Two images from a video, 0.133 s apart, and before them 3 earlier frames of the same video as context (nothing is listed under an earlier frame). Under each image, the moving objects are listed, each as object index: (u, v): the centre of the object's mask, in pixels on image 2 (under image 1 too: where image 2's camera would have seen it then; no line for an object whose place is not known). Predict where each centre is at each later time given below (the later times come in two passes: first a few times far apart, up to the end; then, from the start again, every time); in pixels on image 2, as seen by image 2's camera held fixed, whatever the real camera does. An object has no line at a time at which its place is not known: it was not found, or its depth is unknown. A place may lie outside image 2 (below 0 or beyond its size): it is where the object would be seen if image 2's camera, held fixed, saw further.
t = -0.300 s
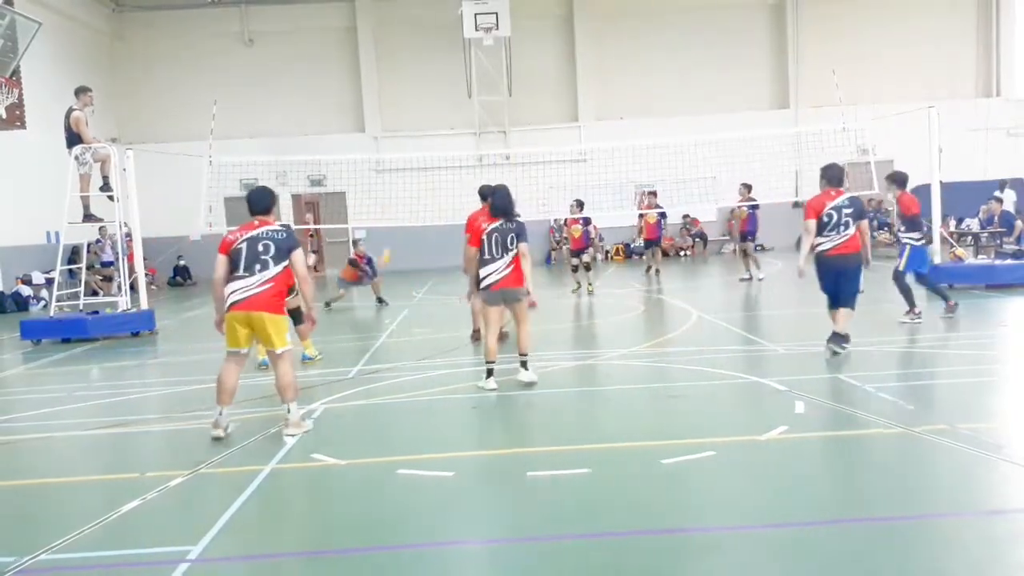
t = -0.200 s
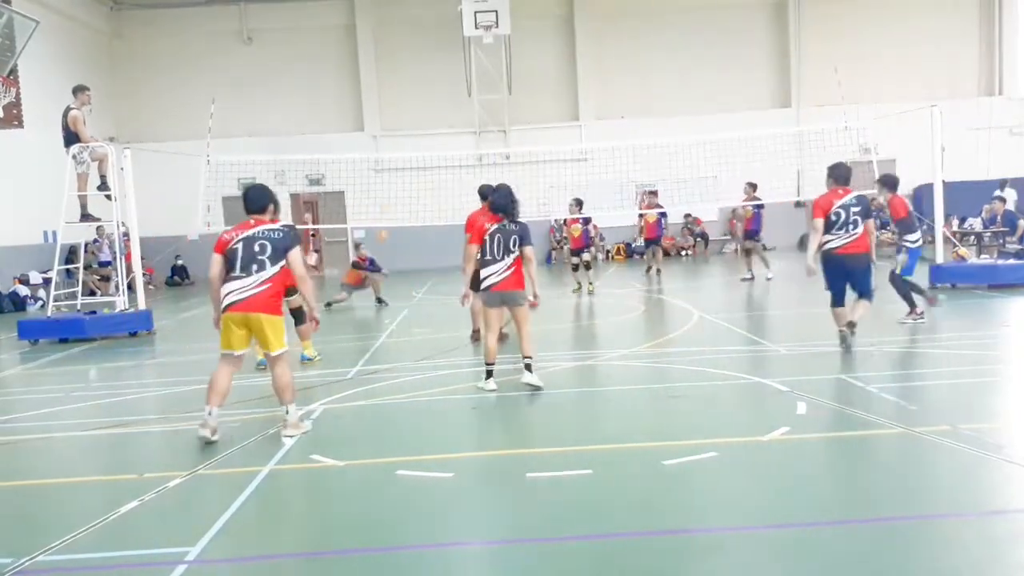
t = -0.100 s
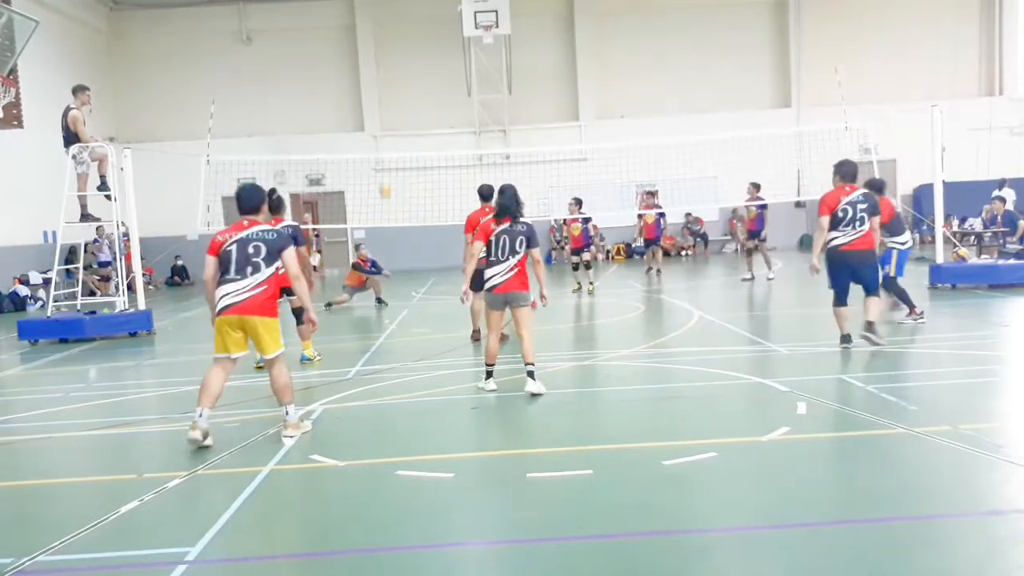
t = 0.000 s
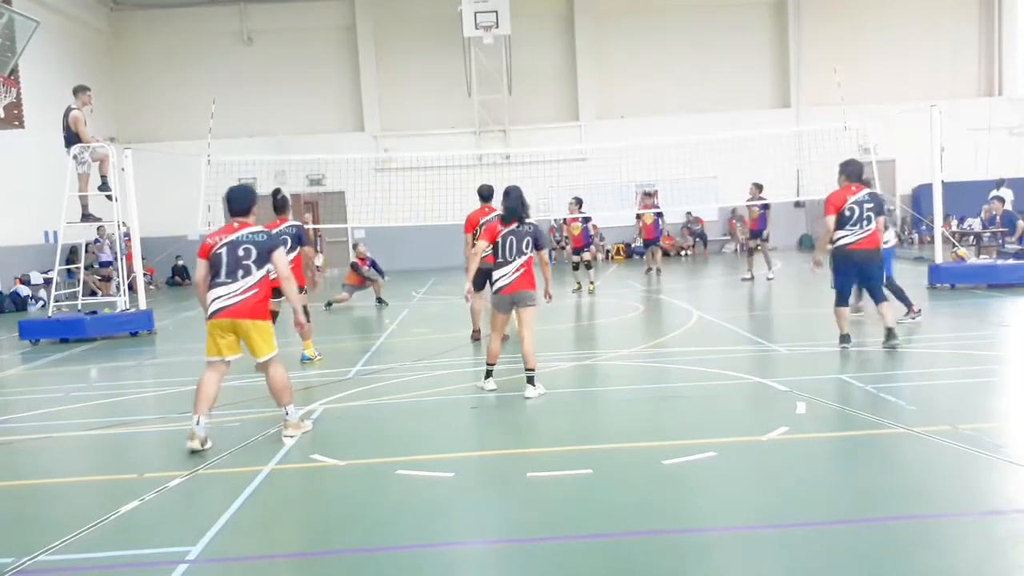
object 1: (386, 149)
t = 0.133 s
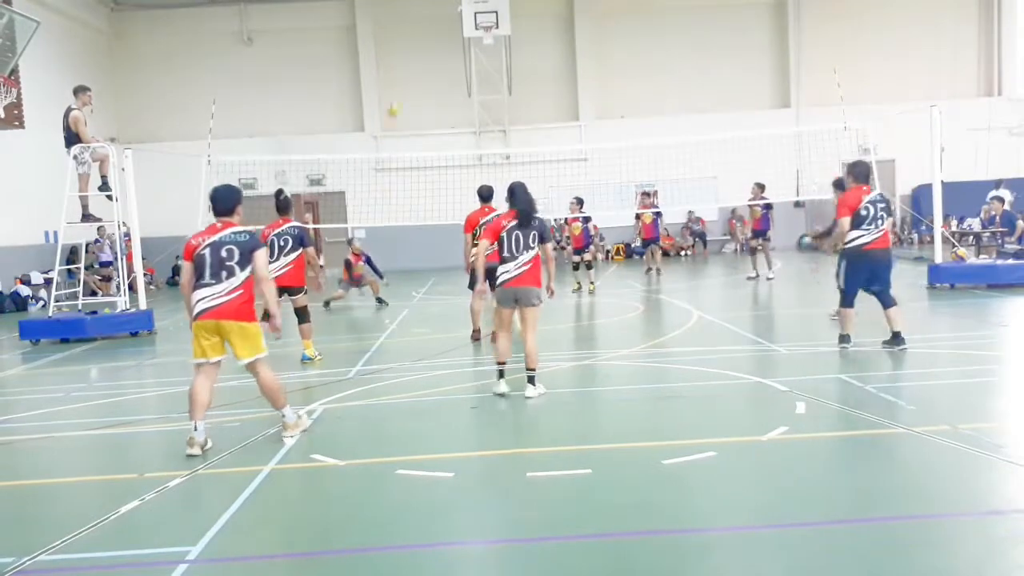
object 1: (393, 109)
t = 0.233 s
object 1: (398, 86)
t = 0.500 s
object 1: (408, 53)
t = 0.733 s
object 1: (421, 57)
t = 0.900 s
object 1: (432, 86)
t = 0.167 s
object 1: (393, 102)
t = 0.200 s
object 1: (396, 95)
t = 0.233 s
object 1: (398, 86)
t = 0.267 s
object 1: (398, 79)
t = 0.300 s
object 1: (399, 74)
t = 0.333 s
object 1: (401, 69)
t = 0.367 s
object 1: (403, 64)
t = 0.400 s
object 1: (403, 60)
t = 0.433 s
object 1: (404, 58)
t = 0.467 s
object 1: (407, 54)
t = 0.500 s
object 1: (408, 53)
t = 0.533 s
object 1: (410, 53)
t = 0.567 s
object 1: (412, 52)
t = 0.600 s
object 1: (414, 52)
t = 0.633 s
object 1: (415, 53)
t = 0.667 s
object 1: (417, 54)
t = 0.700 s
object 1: (419, 56)
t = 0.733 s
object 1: (421, 57)
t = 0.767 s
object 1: (423, 62)
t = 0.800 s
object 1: (426, 67)
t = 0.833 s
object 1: (427, 72)
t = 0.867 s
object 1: (429, 78)
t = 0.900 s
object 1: (432, 86)
